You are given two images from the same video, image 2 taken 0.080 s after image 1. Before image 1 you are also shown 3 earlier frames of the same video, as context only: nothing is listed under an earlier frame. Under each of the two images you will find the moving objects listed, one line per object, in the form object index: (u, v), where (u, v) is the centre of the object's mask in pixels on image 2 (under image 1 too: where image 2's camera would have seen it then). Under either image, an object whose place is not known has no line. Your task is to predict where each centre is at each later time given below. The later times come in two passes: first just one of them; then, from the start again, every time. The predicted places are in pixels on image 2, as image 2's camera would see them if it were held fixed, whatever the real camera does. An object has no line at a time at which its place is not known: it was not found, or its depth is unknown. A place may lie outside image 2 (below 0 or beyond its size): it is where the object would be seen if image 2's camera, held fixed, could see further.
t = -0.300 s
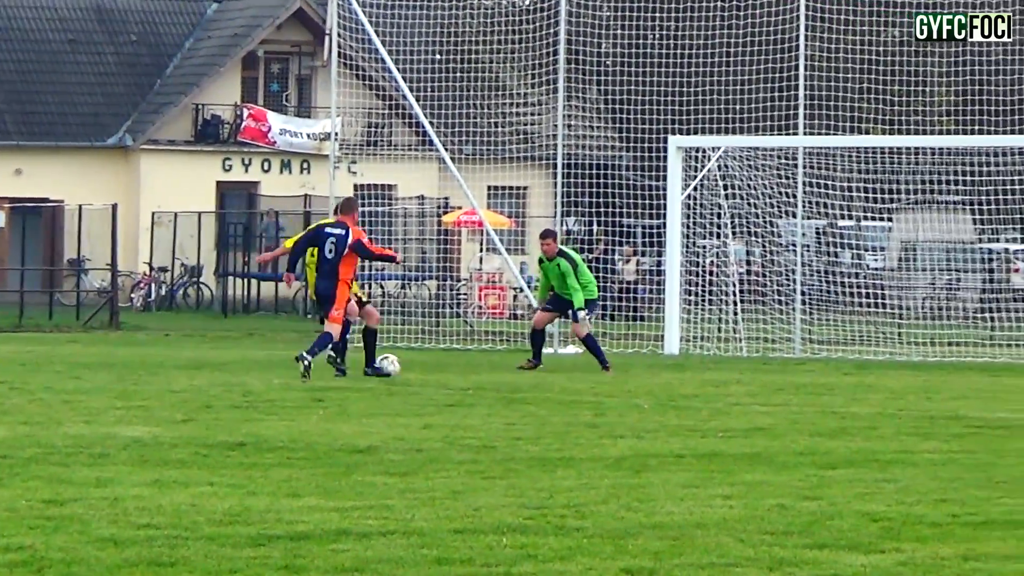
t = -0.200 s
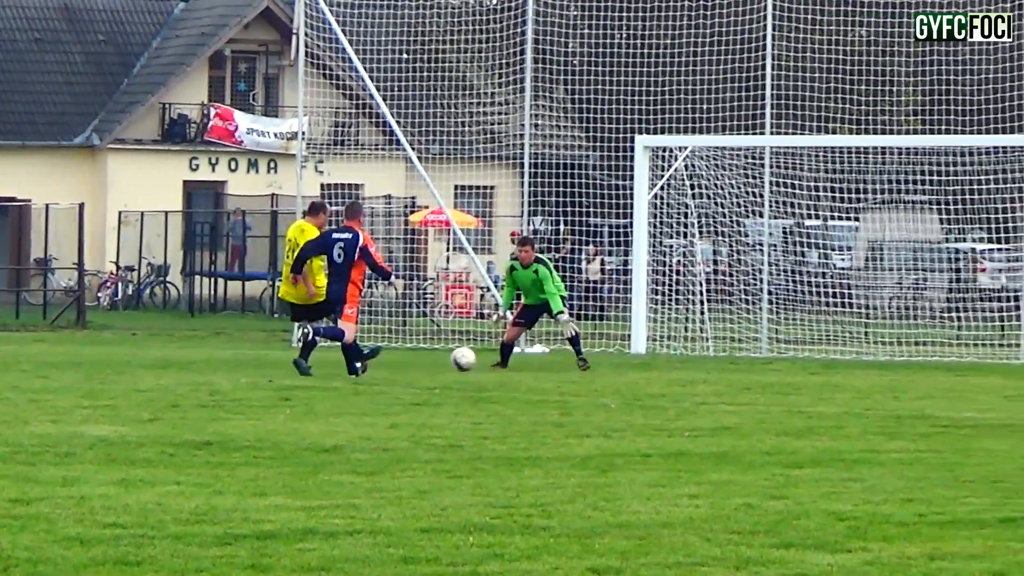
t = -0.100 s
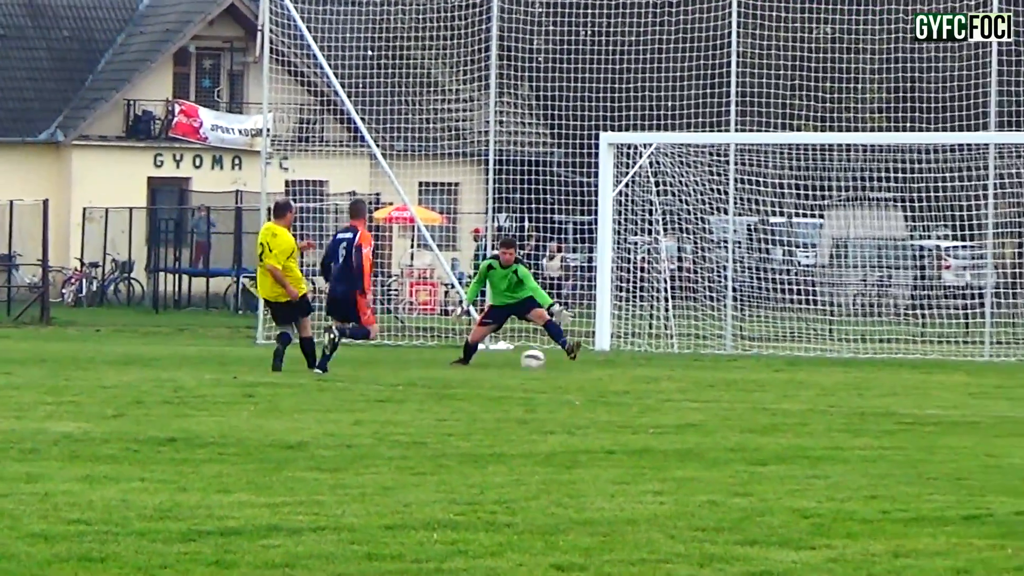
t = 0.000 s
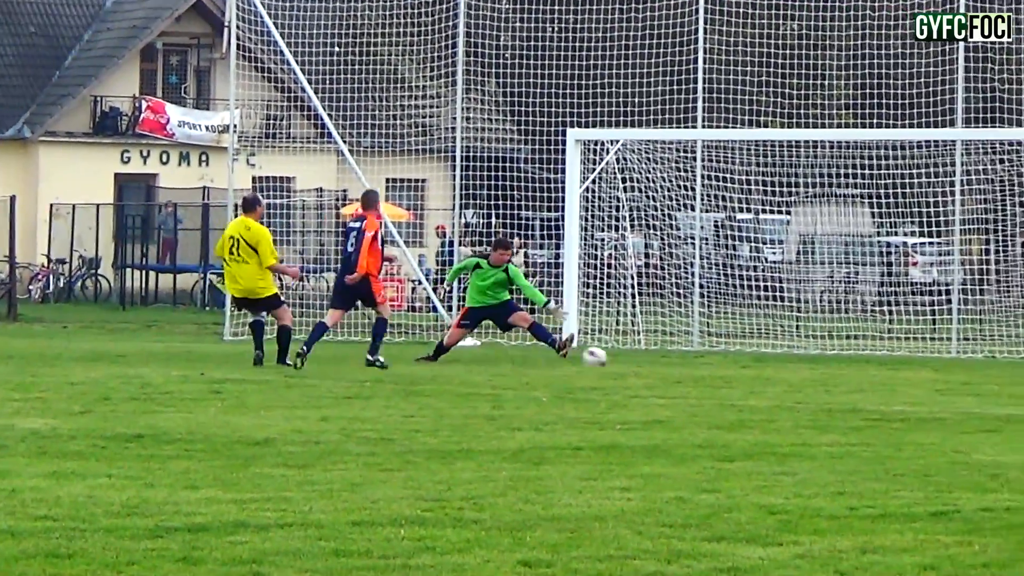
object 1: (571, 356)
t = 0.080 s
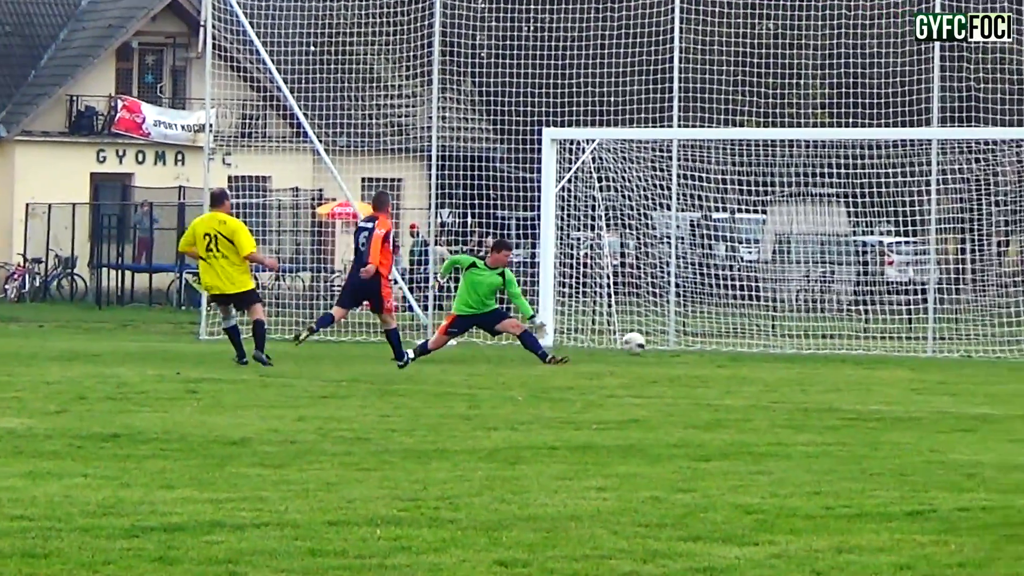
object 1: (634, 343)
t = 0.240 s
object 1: (748, 327)
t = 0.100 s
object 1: (647, 340)
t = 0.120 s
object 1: (662, 337)
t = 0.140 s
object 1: (677, 335)
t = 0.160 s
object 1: (692, 333)
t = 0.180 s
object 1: (706, 330)
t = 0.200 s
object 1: (720, 329)
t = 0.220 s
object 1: (735, 328)
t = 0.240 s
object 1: (748, 327)
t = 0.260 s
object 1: (763, 328)
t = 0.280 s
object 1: (776, 328)
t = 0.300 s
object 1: (791, 329)
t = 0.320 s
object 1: (805, 330)
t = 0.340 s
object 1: (819, 332)
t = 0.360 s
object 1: (832, 334)
